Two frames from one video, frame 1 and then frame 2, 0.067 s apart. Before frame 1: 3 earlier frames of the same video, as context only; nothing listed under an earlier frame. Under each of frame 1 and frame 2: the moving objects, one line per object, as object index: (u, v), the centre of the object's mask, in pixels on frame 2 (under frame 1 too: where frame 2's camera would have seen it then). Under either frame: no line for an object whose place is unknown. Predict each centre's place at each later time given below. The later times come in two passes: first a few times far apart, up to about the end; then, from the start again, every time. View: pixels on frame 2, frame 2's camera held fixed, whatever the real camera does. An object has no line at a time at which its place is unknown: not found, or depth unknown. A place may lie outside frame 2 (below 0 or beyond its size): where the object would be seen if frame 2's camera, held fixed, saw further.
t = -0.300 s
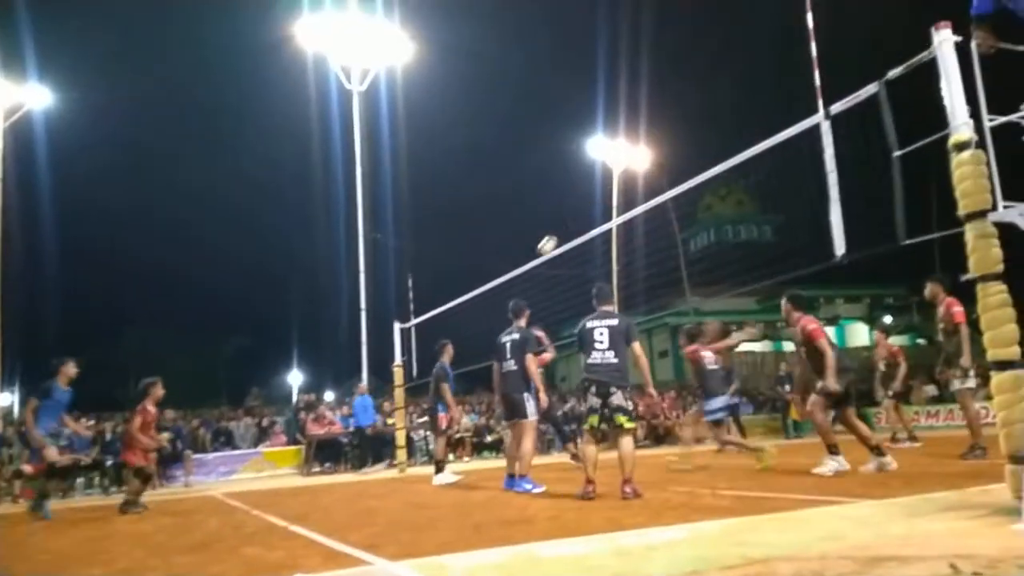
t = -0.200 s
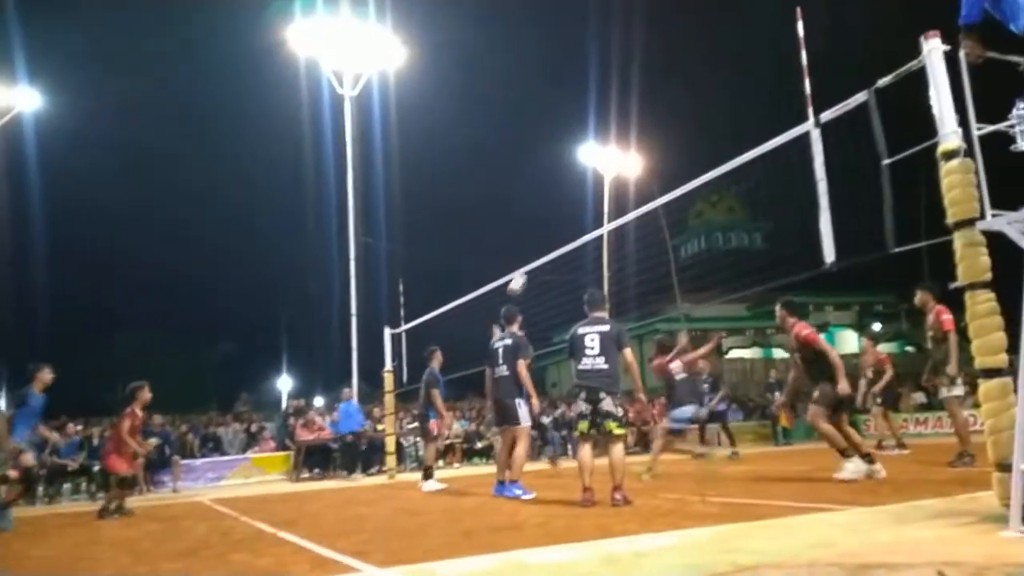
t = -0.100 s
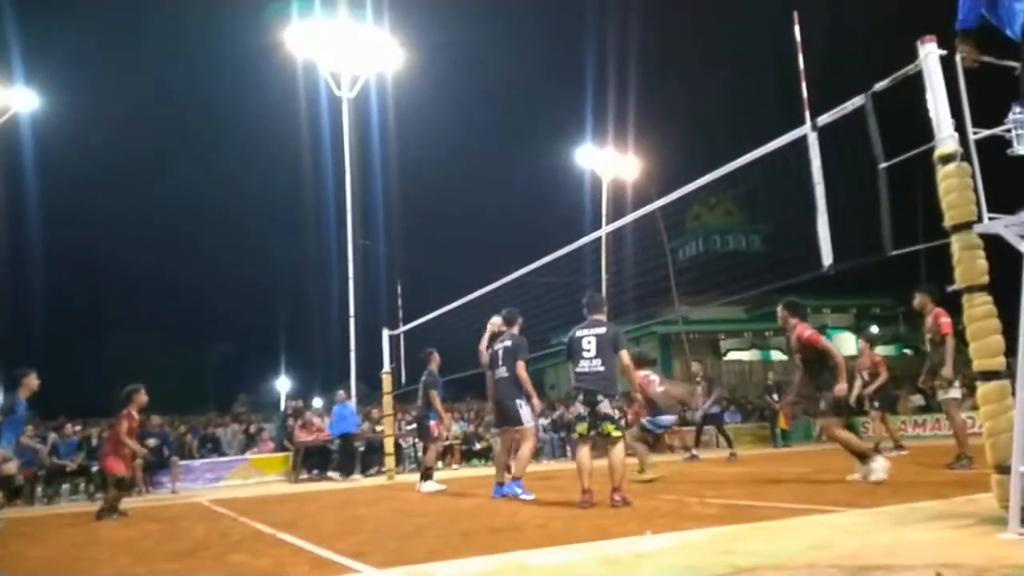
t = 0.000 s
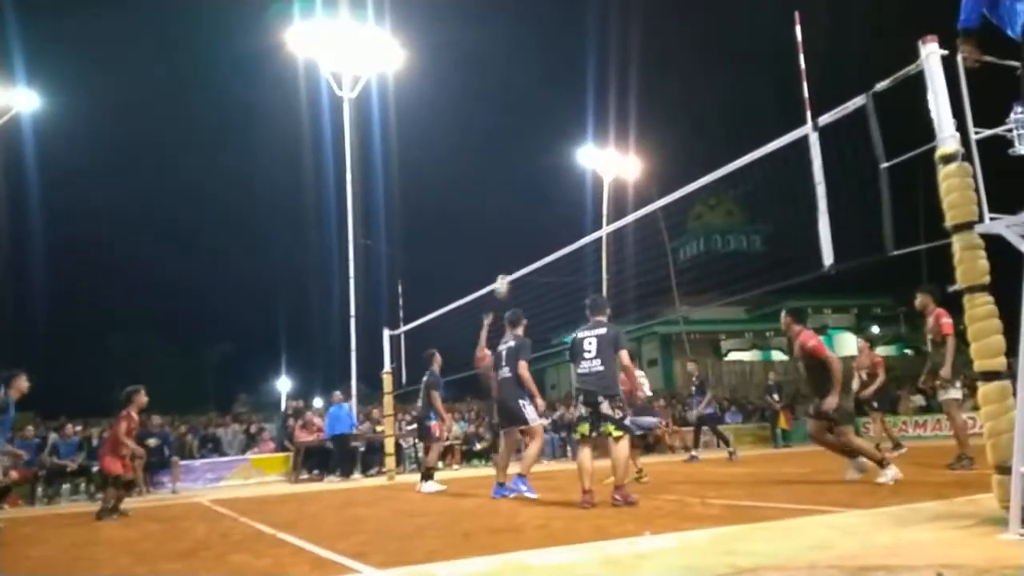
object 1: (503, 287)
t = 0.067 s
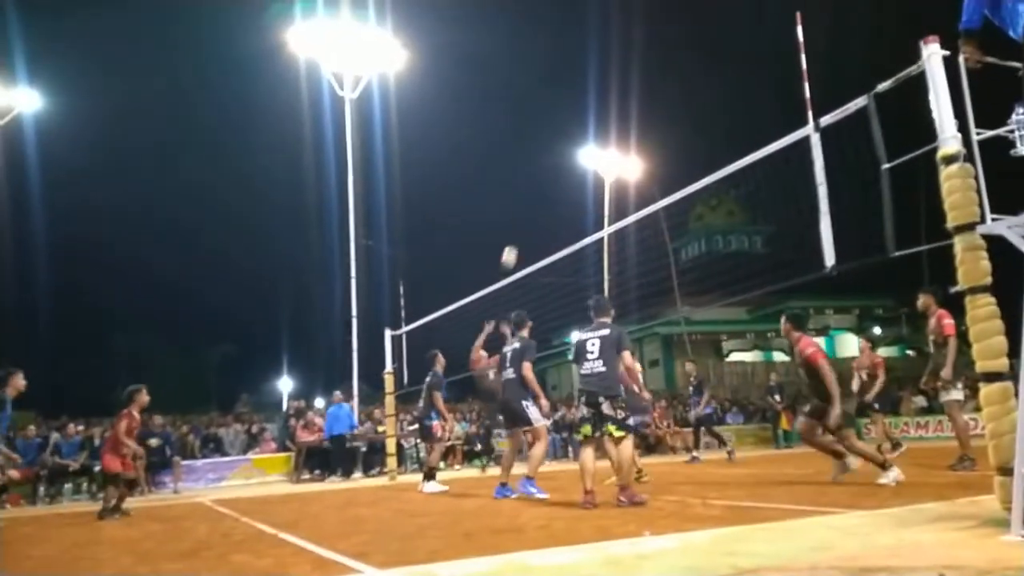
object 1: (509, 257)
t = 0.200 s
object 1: (522, 207)
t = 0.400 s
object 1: (543, 148)
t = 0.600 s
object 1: (571, 112)
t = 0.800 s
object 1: (604, 104)
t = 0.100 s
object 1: (512, 243)
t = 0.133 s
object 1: (516, 231)
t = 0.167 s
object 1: (518, 219)
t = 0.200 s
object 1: (522, 207)
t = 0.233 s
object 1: (525, 194)
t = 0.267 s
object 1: (528, 185)
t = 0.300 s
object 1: (531, 175)
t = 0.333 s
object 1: (535, 165)
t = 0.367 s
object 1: (539, 156)
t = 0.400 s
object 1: (543, 148)
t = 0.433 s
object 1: (548, 140)
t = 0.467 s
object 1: (552, 133)
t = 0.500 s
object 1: (556, 127)
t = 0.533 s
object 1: (562, 121)
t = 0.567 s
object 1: (567, 116)
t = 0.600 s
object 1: (571, 112)
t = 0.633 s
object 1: (576, 109)
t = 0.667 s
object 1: (581, 106)
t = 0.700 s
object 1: (587, 104)
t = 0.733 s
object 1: (592, 103)
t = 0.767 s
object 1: (598, 104)
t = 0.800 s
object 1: (604, 104)
